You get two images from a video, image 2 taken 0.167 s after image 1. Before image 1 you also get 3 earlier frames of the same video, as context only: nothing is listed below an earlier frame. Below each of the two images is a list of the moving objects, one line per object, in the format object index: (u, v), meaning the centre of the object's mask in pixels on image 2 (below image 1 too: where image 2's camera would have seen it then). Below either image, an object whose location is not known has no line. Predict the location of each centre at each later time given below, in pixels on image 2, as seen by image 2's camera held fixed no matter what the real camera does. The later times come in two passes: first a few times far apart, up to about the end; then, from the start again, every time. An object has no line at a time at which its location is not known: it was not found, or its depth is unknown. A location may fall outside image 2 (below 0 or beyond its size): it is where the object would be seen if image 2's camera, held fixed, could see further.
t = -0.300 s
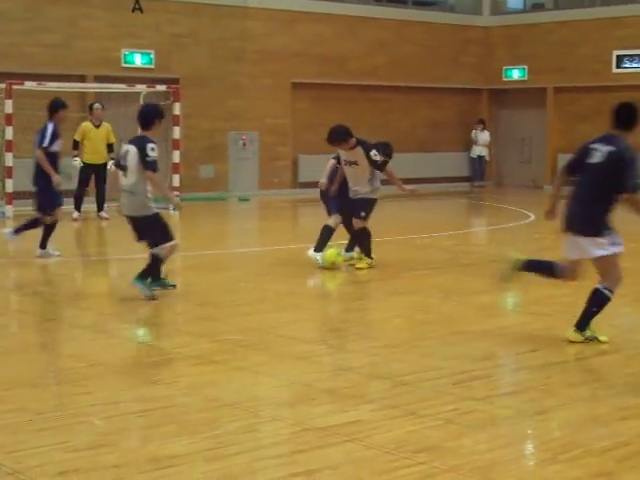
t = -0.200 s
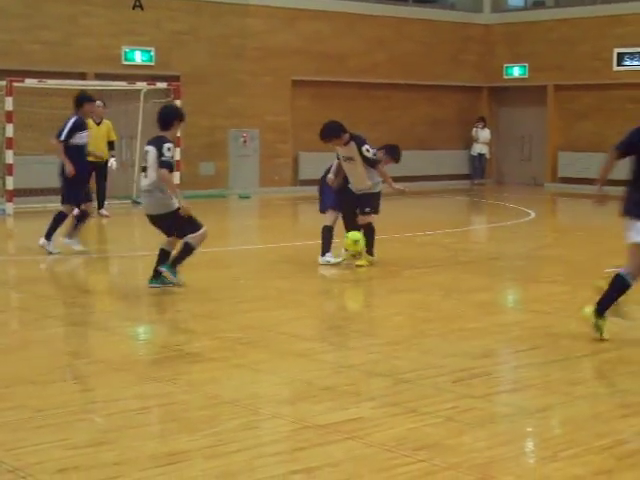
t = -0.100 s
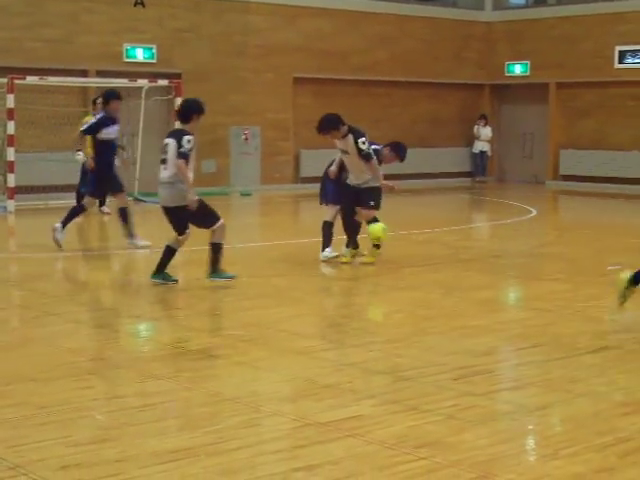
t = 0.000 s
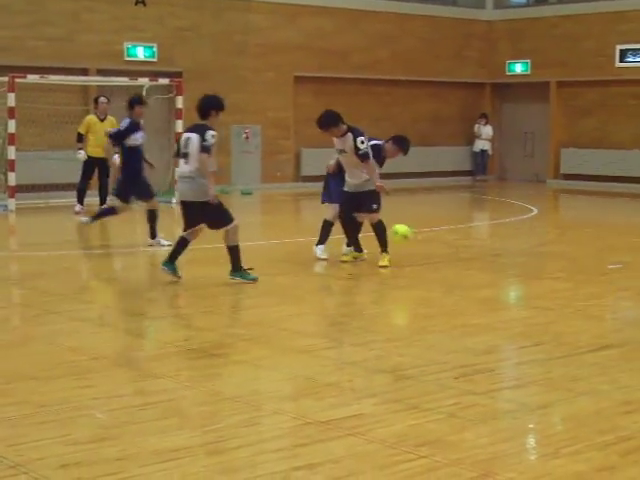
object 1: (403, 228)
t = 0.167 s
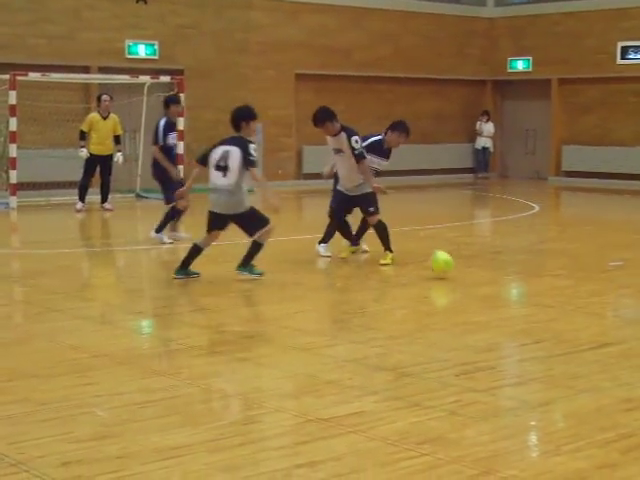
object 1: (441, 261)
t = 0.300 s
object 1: (463, 260)
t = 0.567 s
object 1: (505, 274)
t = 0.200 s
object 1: (448, 265)
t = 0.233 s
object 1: (453, 263)
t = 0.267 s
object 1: (458, 261)
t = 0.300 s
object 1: (463, 260)
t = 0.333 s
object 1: (468, 260)
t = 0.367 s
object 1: (474, 262)
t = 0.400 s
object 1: (478, 264)
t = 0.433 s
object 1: (484, 269)
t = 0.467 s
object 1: (489, 276)
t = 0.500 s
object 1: (494, 275)
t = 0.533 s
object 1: (500, 274)
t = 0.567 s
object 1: (505, 274)
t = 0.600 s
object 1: (510, 276)
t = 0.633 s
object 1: (516, 278)
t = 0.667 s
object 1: (521, 283)
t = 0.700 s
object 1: (527, 281)
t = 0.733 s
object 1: (532, 283)
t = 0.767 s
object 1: (537, 284)
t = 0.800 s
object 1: (544, 287)
